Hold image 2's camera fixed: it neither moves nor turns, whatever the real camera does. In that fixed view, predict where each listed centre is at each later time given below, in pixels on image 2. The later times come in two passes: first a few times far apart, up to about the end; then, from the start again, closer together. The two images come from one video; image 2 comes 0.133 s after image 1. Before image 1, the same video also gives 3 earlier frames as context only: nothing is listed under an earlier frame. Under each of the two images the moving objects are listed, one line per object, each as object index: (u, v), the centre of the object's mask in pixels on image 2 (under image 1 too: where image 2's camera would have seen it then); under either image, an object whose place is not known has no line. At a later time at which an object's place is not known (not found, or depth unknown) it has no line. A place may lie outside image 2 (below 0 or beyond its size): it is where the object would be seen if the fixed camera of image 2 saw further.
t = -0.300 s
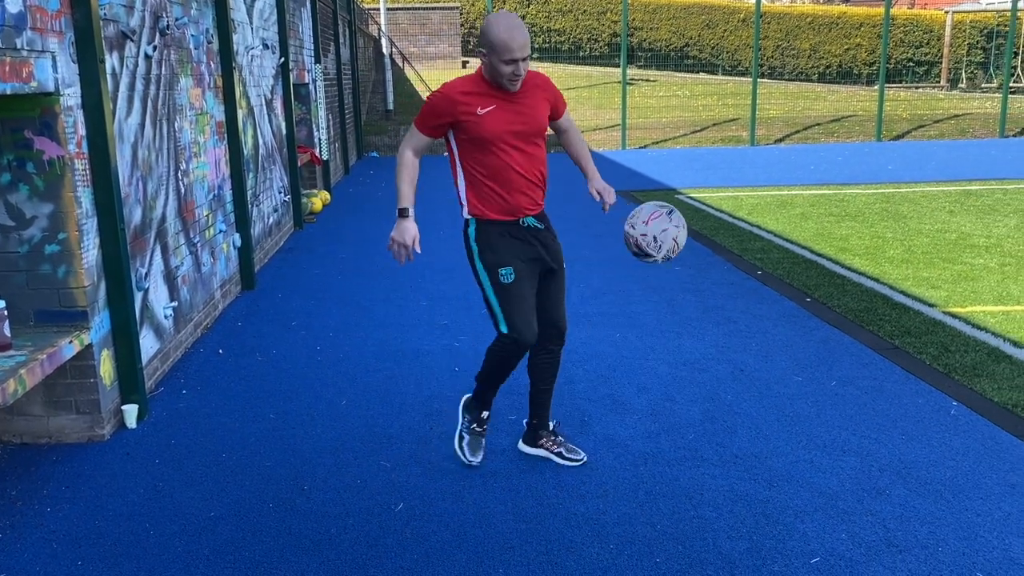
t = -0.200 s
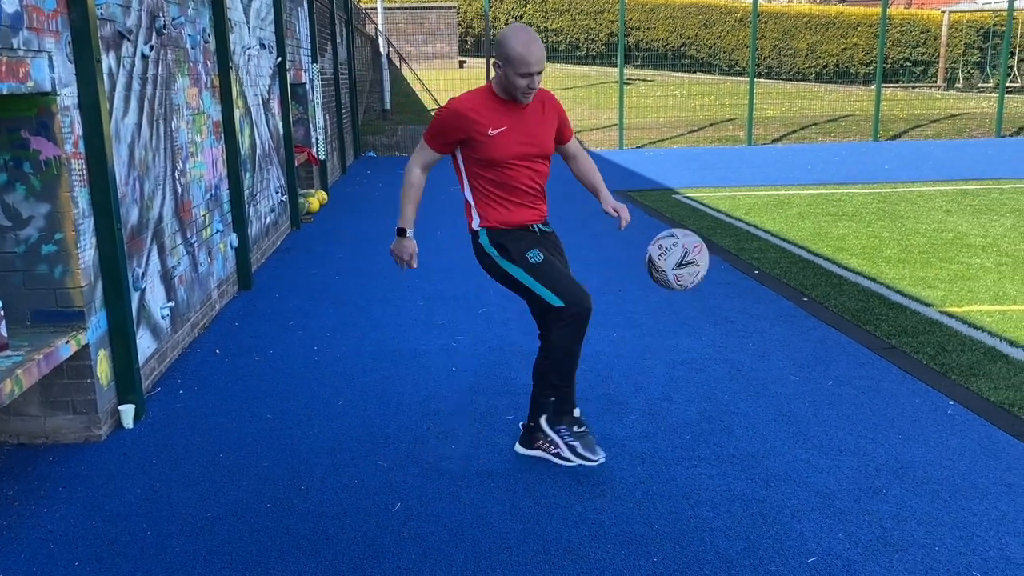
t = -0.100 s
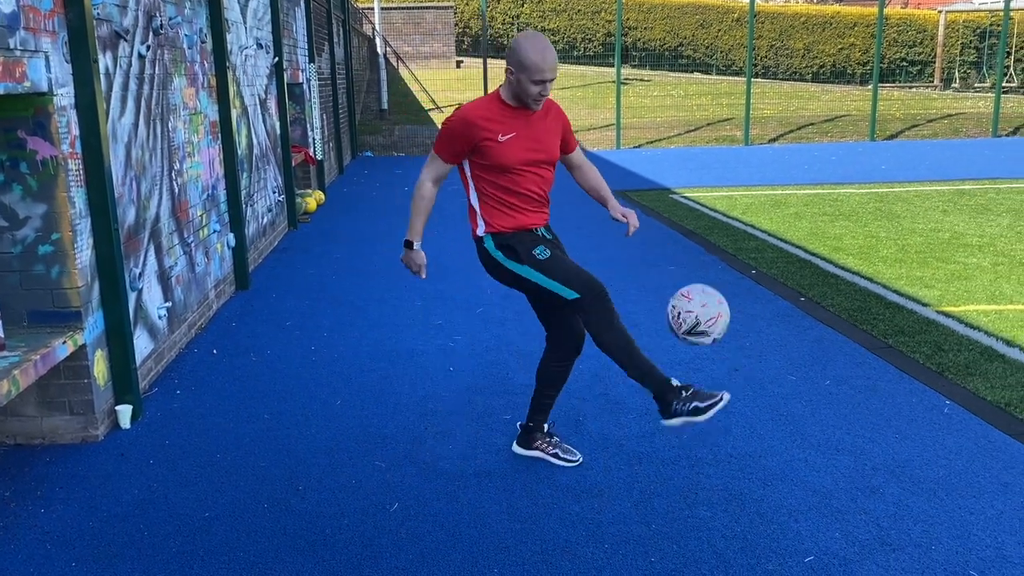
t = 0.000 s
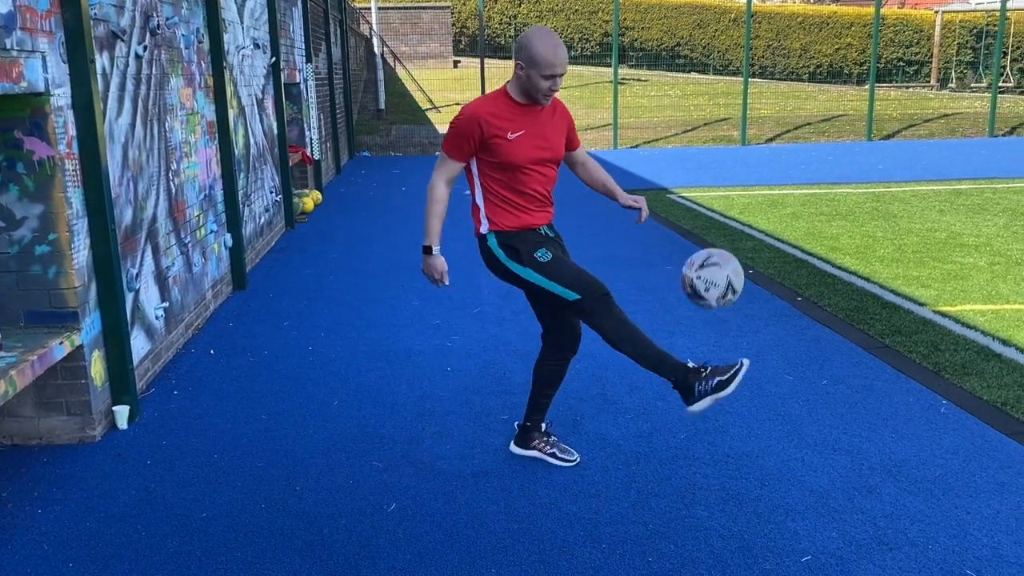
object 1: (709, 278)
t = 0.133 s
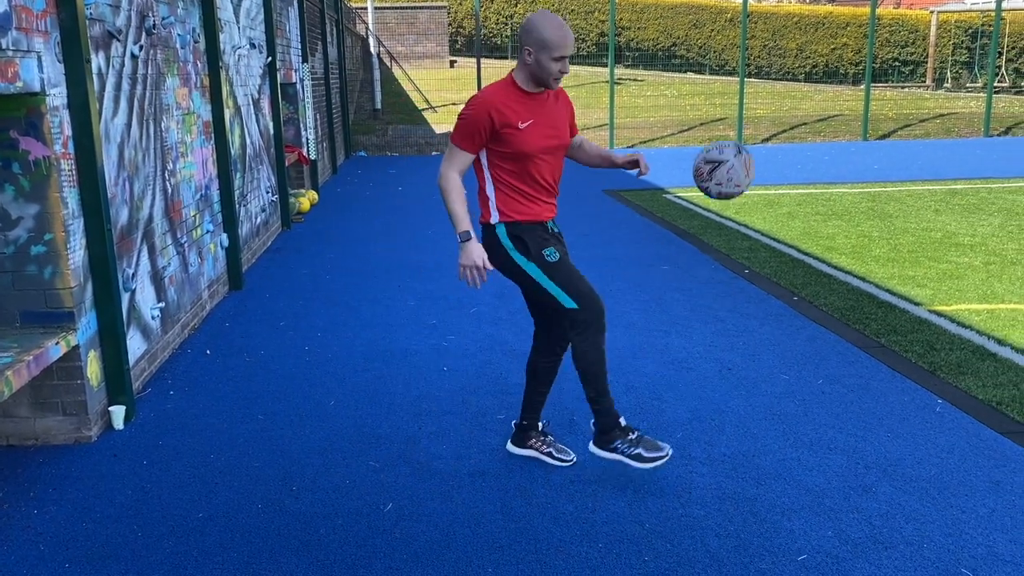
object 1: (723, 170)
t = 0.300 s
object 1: (739, 109)
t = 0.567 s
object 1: (756, 175)
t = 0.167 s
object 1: (727, 151)
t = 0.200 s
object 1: (730, 136)
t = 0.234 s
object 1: (734, 123)
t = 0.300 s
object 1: (739, 109)
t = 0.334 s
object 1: (742, 107)
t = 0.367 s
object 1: (744, 108)
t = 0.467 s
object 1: (751, 129)
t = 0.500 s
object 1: (753, 142)
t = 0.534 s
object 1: (755, 157)
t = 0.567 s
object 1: (756, 175)
